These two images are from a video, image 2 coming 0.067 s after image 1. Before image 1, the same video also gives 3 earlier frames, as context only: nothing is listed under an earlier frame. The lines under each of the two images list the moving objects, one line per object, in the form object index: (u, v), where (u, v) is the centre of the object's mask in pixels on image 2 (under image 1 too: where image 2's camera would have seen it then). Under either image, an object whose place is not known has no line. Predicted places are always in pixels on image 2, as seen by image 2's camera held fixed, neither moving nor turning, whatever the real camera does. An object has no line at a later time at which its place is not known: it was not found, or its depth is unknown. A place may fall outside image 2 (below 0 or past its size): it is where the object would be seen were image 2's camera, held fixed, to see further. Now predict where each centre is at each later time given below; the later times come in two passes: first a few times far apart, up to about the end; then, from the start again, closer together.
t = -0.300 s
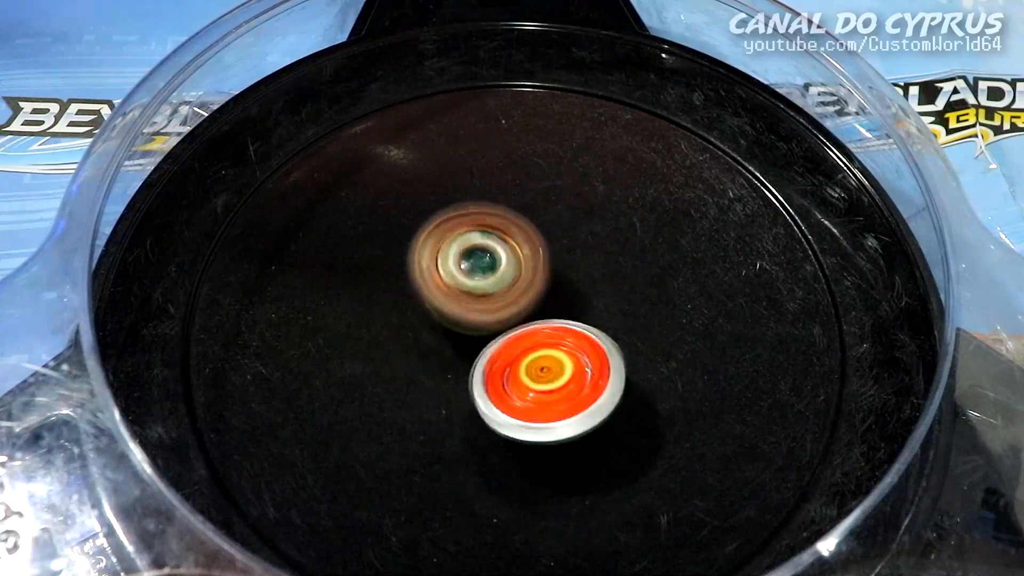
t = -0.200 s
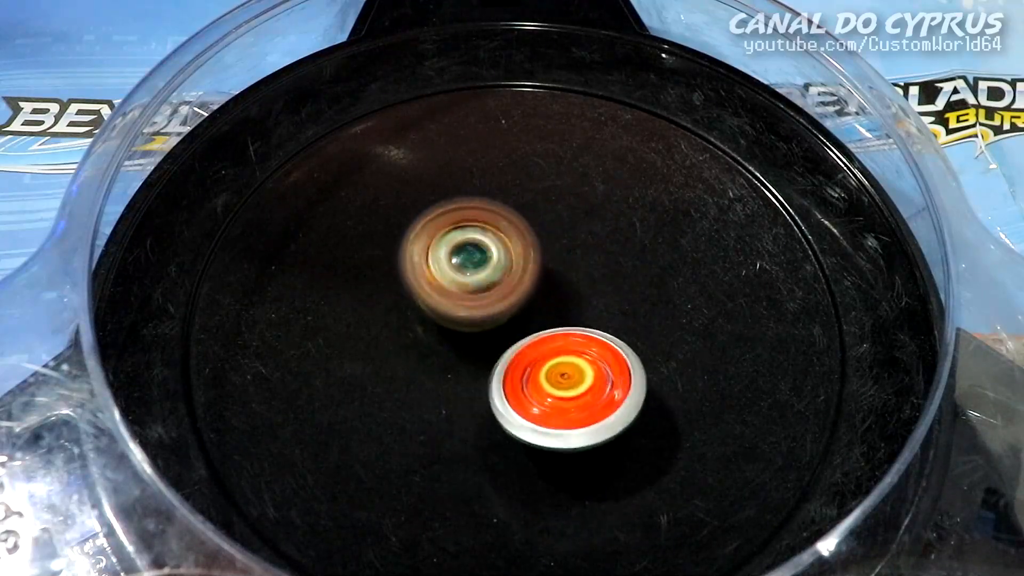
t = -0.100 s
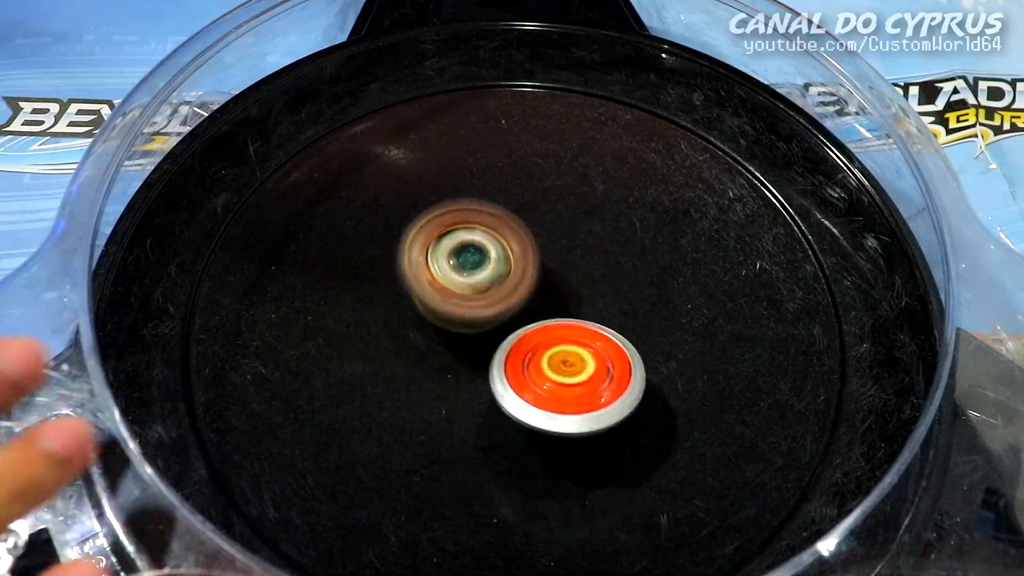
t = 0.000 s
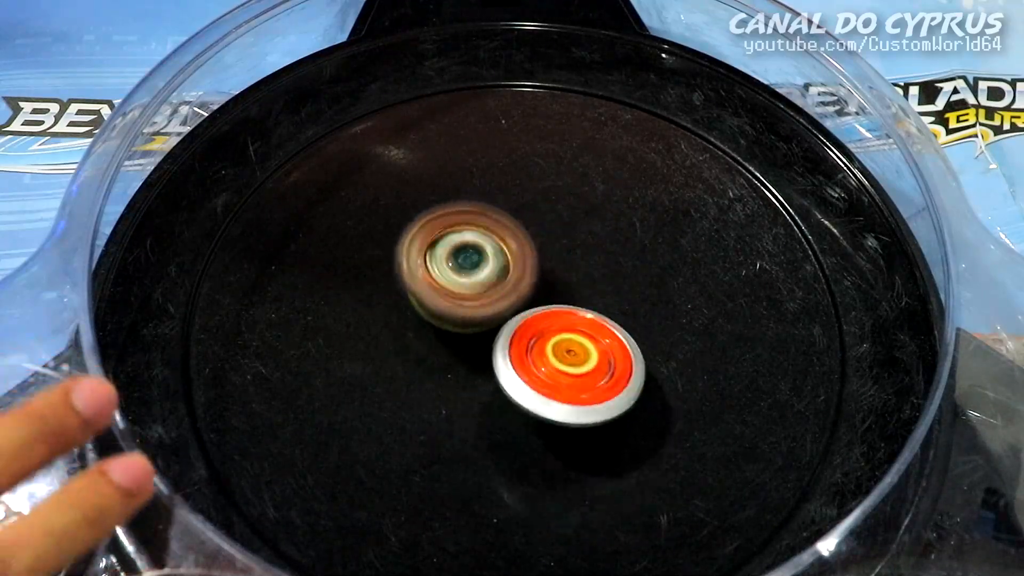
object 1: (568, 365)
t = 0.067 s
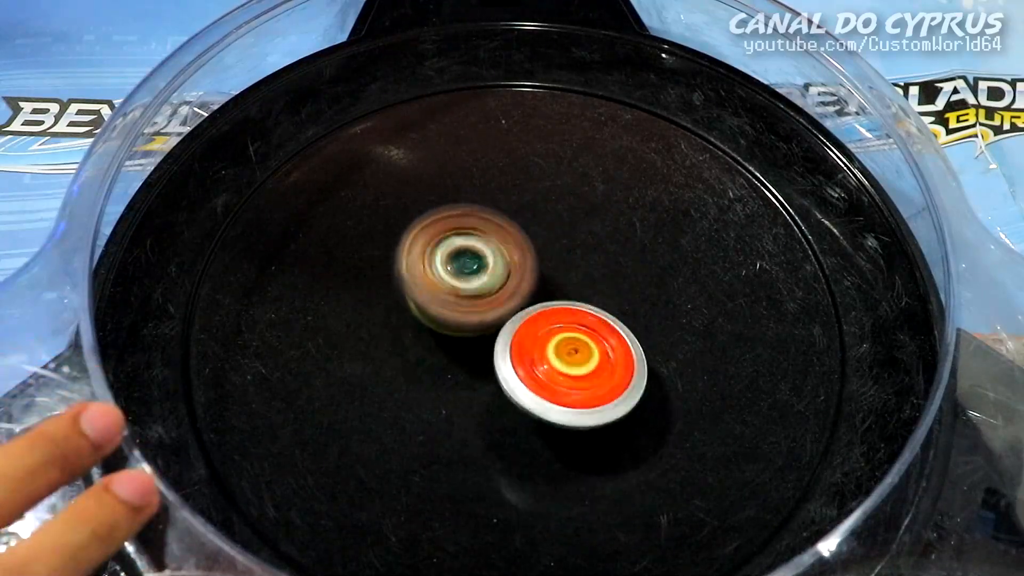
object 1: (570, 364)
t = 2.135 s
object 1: (591, 336)
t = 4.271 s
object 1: (580, 316)
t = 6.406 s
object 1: (581, 287)
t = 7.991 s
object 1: (531, 268)
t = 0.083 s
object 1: (572, 367)
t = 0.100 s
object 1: (573, 368)
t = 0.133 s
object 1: (573, 370)
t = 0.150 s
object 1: (573, 370)
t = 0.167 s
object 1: (572, 371)
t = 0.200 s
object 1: (569, 370)
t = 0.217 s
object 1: (568, 370)
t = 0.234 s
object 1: (566, 370)
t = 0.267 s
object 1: (567, 371)
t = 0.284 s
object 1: (566, 371)
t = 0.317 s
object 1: (568, 373)
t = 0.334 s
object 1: (566, 374)
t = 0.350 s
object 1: (566, 372)
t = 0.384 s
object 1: (565, 371)
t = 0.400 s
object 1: (565, 369)
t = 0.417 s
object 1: (570, 370)
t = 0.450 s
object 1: (573, 376)
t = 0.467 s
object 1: (573, 378)
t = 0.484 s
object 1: (573, 379)
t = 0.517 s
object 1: (571, 377)
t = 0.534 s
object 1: (570, 376)
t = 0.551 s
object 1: (568, 374)
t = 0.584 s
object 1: (568, 371)
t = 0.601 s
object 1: (566, 370)
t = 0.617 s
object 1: (567, 366)
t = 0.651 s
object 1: (566, 364)
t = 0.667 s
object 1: (566, 360)
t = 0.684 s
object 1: (566, 359)
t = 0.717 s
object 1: (566, 356)
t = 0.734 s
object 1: (569, 355)
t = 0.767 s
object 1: (568, 354)
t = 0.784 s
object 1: (574, 355)
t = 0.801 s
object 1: (578, 357)
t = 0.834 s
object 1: (583, 359)
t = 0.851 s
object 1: (584, 361)
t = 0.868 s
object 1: (583, 362)
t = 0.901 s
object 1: (583, 361)
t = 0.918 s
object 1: (582, 361)
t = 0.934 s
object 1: (579, 359)
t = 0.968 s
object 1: (579, 357)
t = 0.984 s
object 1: (577, 355)
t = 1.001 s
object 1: (577, 353)
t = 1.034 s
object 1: (577, 353)
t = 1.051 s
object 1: (576, 350)
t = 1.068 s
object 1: (578, 351)
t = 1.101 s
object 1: (577, 350)
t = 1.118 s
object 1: (580, 351)
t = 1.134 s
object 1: (582, 353)
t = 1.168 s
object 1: (582, 352)
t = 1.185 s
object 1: (582, 353)
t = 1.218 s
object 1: (579, 351)
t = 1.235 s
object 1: (580, 350)
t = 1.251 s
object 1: (580, 350)
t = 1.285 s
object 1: (578, 346)
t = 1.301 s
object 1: (578, 346)
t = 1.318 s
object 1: (580, 346)
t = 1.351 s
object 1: (585, 347)
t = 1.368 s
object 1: (584, 348)
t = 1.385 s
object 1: (582, 346)
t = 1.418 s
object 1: (584, 345)
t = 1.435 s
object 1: (582, 344)
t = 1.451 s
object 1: (582, 342)
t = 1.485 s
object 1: (582, 341)
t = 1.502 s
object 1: (580, 339)
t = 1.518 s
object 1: (585, 339)
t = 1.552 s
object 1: (588, 340)
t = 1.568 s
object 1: (591, 340)
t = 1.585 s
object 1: (591, 341)
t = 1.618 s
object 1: (586, 339)
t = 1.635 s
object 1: (586, 339)
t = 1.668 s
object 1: (581, 337)
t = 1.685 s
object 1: (583, 335)
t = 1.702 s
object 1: (585, 336)
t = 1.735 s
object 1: (585, 334)
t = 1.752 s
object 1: (587, 335)
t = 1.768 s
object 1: (588, 336)
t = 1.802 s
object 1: (590, 338)
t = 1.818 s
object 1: (589, 339)
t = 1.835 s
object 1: (586, 339)
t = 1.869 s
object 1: (585, 337)
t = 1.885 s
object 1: (585, 338)
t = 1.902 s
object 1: (584, 338)
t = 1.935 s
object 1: (590, 341)
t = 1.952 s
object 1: (588, 342)
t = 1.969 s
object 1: (587, 341)
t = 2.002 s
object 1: (587, 341)
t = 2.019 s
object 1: (584, 340)
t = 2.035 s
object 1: (585, 338)
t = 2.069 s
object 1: (584, 338)
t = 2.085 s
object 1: (582, 335)
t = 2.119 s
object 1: (586, 335)
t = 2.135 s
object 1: (591, 336)
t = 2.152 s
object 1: (596, 338)
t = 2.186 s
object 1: (600, 340)
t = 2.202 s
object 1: (600, 340)
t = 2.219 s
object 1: (601, 340)
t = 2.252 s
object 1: (598, 341)
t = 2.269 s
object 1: (596, 338)
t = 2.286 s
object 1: (596, 337)
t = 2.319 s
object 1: (592, 335)
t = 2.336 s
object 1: (592, 332)
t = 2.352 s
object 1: (591, 332)
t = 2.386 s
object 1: (590, 329)
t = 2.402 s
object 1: (597, 328)
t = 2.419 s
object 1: (603, 329)
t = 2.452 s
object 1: (610, 329)
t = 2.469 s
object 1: (612, 331)
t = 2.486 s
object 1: (612, 333)
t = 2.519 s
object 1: (609, 331)
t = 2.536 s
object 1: (609, 331)
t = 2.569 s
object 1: (606, 330)
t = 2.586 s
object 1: (606, 327)
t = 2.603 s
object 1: (606, 327)
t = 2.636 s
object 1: (602, 326)
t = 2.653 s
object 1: (602, 323)
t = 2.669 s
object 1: (602, 324)
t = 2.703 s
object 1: (599, 321)
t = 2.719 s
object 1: (600, 320)
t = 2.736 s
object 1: (599, 320)
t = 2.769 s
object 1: (604, 323)
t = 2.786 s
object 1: (606, 324)
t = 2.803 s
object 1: (606, 325)
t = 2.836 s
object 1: (603, 325)
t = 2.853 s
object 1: (602, 326)
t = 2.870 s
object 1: (601, 326)
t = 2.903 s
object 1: (611, 327)
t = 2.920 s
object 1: (615, 327)
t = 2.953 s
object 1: (617, 326)
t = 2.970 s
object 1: (618, 326)
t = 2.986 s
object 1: (618, 327)
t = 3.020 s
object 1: (614, 326)
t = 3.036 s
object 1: (614, 324)
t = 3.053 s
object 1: (612, 325)
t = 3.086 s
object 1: (605, 322)
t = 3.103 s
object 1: (605, 320)
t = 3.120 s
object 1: (603, 320)
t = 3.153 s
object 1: (598, 317)
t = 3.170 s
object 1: (598, 316)
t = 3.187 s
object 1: (595, 318)
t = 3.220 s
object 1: (588, 317)
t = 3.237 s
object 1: (587, 316)
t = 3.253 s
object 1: (582, 318)
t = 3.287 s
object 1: (574, 317)
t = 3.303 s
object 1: (578, 319)
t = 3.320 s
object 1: (583, 320)
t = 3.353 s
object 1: (592, 324)
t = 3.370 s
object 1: (596, 325)
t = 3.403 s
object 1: (598, 331)
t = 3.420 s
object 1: (595, 332)
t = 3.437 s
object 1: (593, 331)
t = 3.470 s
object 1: (591, 331)
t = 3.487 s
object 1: (589, 331)
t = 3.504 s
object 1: (586, 328)
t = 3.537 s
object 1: (586, 326)
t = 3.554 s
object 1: (586, 326)
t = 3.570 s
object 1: (584, 324)
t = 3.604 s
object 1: (586, 321)
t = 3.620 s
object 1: (586, 322)
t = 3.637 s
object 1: (584, 322)
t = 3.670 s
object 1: (586, 320)
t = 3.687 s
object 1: (587, 321)
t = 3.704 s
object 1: (586, 322)
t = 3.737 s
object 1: (588, 324)
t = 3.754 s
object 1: (587, 325)
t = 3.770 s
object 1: (586, 327)
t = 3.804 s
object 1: (588, 330)
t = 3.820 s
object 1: (587, 332)
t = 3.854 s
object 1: (582, 333)
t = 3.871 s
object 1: (580, 330)
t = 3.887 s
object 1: (580, 330)
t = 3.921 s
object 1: (576, 328)
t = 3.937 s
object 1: (575, 324)
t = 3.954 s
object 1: (576, 323)
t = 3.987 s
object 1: (576, 321)
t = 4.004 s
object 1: (575, 320)
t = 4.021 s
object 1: (579, 320)
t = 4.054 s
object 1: (584, 322)
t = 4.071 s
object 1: (583, 322)
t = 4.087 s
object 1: (583, 321)
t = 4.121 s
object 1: (585, 321)
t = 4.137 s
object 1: (585, 321)
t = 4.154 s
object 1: (583, 320)
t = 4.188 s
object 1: (585, 319)
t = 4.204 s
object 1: (584, 319)
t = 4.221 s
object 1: (581, 319)
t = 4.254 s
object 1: (581, 316)
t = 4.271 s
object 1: (580, 316)
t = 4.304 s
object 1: (581, 315)
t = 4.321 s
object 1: (587, 317)
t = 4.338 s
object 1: (590, 317)
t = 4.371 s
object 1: (592, 315)
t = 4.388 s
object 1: (594, 316)
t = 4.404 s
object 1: (595, 316)
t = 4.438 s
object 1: (596, 316)
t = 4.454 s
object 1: (595, 314)
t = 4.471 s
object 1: (595, 312)
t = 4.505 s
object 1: (595, 313)
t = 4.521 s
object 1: (593, 314)
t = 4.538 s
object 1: (590, 312)
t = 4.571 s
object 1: (588, 309)
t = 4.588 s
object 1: (585, 307)
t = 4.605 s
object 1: (586, 305)
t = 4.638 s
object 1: (596, 300)
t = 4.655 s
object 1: (604, 300)
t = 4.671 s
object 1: (610, 300)
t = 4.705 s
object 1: (614, 299)
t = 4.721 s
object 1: (617, 300)
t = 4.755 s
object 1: (616, 303)
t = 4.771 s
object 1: (615, 304)
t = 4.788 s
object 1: (610, 304)
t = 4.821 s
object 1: (609, 301)
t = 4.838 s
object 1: (607, 300)
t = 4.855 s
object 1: (607, 299)
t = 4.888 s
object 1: (605, 296)
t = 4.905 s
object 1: (607, 296)
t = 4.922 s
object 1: (608, 296)
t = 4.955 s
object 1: (605, 297)
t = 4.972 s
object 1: (603, 296)
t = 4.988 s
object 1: (604, 295)
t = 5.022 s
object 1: (603, 297)
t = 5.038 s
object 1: (601, 298)
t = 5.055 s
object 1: (599, 297)
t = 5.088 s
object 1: (609, 298)
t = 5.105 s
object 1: (611, 299)
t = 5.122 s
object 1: (610, 300)
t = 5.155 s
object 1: (614, 296)
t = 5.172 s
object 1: (617, 296)
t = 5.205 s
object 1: (616, 299)
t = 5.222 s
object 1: (613, 299)
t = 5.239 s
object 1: (613, 297)
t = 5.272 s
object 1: (613, 298)
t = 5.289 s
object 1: (610, 298)
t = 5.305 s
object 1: (610, 298)
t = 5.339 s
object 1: (608, 296)
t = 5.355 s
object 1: (609, 296)
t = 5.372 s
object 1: (607, 297)
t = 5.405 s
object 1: (602, 298)
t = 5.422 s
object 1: (606, 295)
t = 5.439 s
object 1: (614, 293)
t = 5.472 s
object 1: (621, 294)
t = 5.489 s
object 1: (621, 294)
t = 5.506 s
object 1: (620, 295)
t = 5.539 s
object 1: (619, 295)
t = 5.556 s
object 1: (619, 296)
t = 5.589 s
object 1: (615, 300)
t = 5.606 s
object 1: (611, 302)
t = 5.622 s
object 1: (604, 302)
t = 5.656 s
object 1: (598, 298)
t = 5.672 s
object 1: (593, 297)
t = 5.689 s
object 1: (590, 294)
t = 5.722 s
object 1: (586, 291)
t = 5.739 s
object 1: (587, 290)
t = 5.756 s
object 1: (587, 290)
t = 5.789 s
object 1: (584, 292)
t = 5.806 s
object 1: (581, 292)
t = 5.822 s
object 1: (576, 293)
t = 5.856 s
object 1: (571, 289)
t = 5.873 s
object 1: (572, 288)
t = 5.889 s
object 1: (574, 287)
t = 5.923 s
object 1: (576, 288)
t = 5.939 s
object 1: (576, 287)
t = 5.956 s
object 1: (578, 286)
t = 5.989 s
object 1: (579, 290)
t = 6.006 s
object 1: (578, 291)
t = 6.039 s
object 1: (576, 290)
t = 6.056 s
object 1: (573, 287)
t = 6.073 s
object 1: (574, 284)
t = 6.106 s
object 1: (577, 283)
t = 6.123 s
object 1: (580, 282)
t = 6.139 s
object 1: (583, 281)
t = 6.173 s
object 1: (596, 280)
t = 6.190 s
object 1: (602, 282)
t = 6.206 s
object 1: (604, 286)
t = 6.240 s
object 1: (603, 293)
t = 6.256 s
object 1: (600, 297)
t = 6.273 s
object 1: (593, 299)
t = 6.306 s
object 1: (585, 295)
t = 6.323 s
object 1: (583, 295)
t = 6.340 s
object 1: (580, 295)
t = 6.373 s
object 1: (579, 293)
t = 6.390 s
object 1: (579, 290)
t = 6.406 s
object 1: (581, 287)
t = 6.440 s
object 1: (584, 286)
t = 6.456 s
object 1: (585, 286)
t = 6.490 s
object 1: (588, 286)
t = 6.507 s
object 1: (588, 286)
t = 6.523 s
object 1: (589, 285)
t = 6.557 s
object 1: (588, 285)
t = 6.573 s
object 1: (587, 285)
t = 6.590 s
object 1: (585, 286)
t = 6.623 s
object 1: (587, 287)
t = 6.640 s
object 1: (588, 288)
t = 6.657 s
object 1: (589, 288)
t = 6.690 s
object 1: (586, 288)
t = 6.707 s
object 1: (583, 289)
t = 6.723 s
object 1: (579, 289)
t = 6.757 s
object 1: (574, 286)
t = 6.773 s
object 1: (570, 286)
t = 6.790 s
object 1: (565, 283)
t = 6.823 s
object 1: (562, 277)
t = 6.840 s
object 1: (560, 275)
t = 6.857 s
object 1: (560, 272)
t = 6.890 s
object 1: (562, 270)
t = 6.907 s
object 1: (561, 270)
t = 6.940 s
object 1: (564, 267)
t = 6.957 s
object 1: (563, 267)
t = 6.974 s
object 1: (562, 266)
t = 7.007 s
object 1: (562, 265)
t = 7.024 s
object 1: (562, 265)
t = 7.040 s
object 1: (562, 265)
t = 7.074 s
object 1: (560, 266)
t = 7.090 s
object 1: (558, 267)
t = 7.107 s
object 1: (556, 268)
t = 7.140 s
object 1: (549, 269)
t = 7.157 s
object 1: (546, 269)
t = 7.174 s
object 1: (542, 268)
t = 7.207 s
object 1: (537, 267)
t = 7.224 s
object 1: (535, 266)
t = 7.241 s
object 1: (534, 266)
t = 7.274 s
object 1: (532, 264)
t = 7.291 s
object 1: (532, 265)
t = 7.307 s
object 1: (532, 266)
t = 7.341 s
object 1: (533, 266)
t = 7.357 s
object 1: (533, 265)
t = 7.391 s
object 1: (534, 265)
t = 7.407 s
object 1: (534, 265)
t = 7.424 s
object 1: (533, 266)
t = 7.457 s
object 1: (531, 267)
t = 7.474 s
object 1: (531, 267)
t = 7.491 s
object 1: (530, 267)
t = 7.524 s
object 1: (530, 267)
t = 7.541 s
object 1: (530, 267)
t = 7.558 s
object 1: (531, 267)
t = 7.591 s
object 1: (532, 267)
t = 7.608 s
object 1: (533, 268)
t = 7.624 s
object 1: (533, 268)
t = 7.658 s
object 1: (533, 268)
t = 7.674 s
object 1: (532, 268)
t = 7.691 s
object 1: (532, 268)
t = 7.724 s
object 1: (531, 268)
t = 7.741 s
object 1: (530, 268)
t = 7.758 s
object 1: (530, 268)
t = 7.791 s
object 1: (531, 268)
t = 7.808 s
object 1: (532, 268)
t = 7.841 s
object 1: (533, 268)
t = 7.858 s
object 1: (533, 268)
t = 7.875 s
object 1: (533, 268)
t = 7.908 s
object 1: (532, 268)
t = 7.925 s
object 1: (531, 268)
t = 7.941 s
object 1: (531, 268)
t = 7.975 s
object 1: (531, 268)
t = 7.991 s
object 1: (531, 268)
